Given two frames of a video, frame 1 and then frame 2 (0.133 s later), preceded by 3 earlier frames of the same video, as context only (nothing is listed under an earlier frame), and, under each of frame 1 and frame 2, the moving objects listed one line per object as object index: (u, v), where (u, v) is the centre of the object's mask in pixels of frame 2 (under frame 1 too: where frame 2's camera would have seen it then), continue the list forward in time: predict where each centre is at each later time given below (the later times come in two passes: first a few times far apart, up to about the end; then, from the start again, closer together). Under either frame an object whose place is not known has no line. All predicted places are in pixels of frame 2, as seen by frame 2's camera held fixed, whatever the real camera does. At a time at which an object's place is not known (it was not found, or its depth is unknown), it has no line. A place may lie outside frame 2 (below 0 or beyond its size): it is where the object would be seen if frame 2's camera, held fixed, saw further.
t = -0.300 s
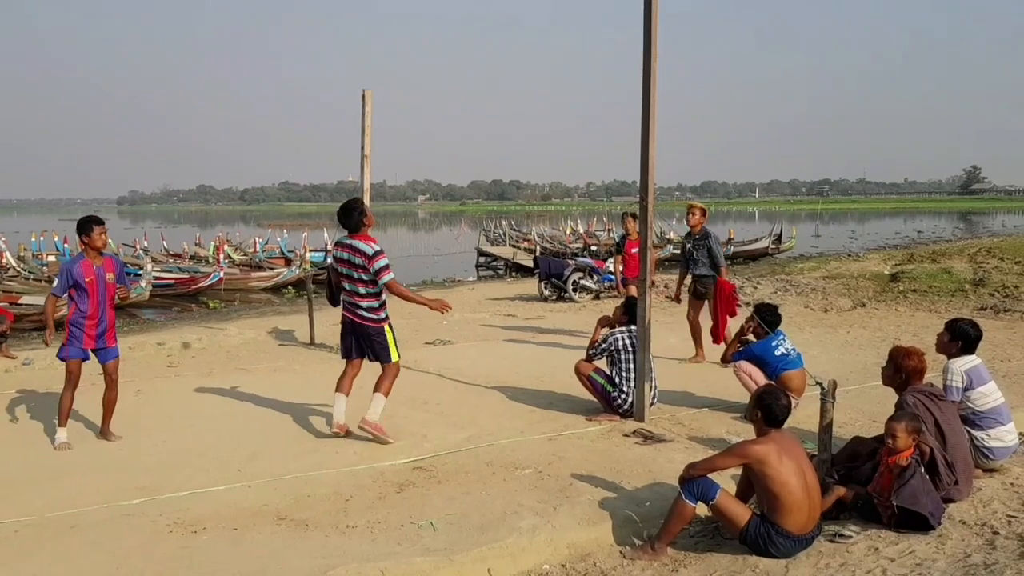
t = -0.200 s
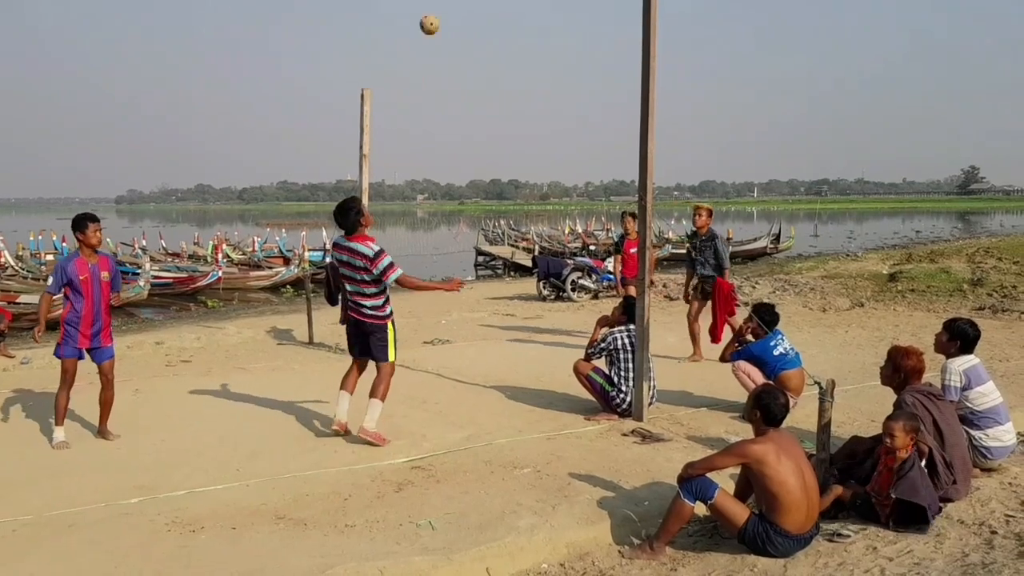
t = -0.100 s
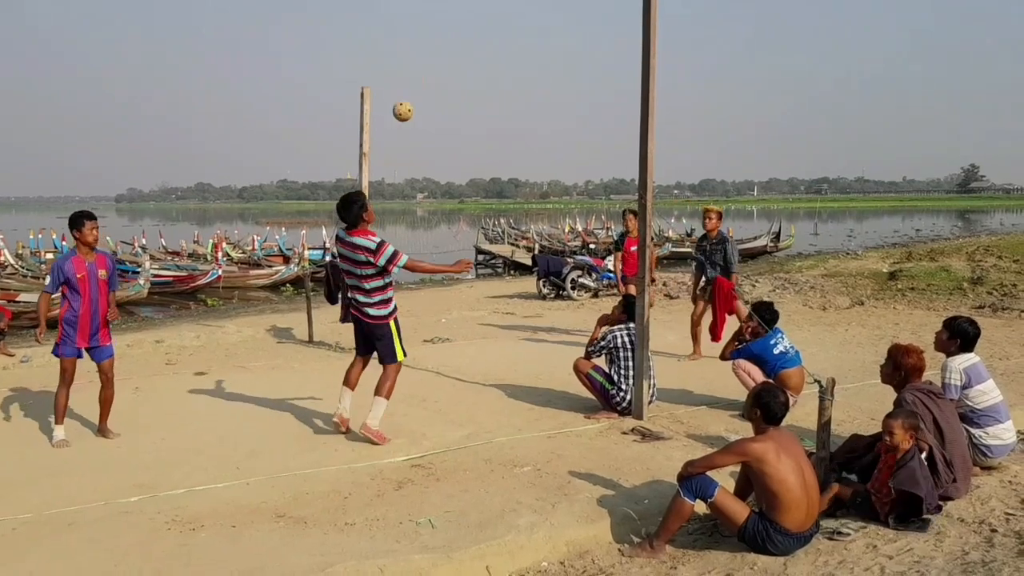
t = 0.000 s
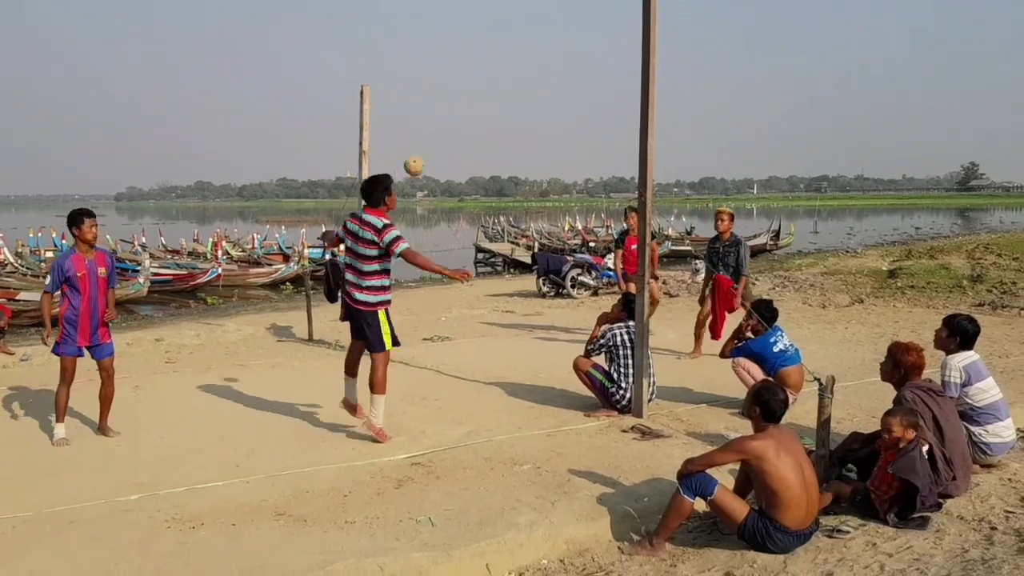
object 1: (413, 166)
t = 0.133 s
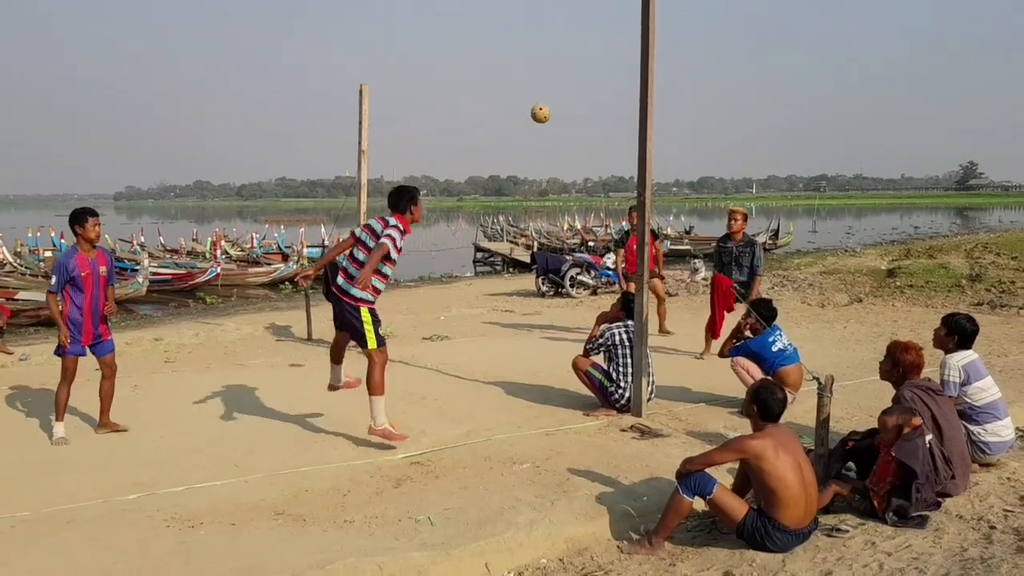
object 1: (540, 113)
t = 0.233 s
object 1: (631, 93)
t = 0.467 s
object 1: (823, 104)
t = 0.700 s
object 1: (988, 185)
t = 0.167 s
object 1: (571, 105)
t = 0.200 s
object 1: (601, 99)
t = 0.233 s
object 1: (631, 93)
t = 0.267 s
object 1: (660, 90)
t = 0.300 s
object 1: (688, 89)
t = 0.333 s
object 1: (717, 89)
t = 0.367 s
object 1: (744, 90)
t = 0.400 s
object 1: (771, 93)
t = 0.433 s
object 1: (798, 98)
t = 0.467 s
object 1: (823, 104)
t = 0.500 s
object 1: (849, 112)
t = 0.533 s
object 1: (873, 121)
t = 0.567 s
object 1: (897, 132)
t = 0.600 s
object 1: (920, 143)
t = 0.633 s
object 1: (943, 156)
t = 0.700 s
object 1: (988, 185)
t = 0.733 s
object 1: (1009, 202)
